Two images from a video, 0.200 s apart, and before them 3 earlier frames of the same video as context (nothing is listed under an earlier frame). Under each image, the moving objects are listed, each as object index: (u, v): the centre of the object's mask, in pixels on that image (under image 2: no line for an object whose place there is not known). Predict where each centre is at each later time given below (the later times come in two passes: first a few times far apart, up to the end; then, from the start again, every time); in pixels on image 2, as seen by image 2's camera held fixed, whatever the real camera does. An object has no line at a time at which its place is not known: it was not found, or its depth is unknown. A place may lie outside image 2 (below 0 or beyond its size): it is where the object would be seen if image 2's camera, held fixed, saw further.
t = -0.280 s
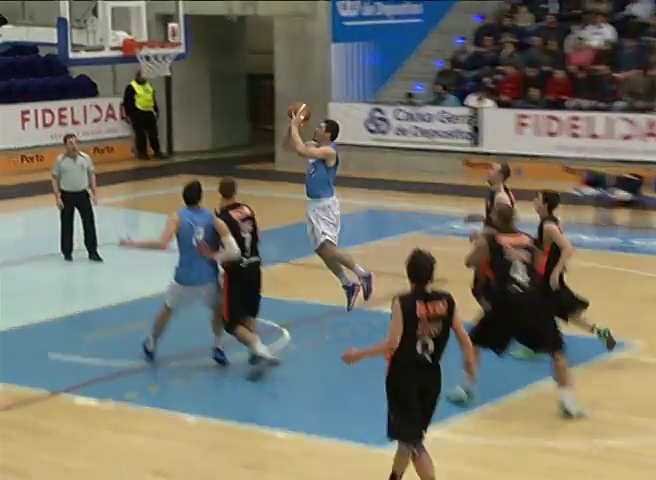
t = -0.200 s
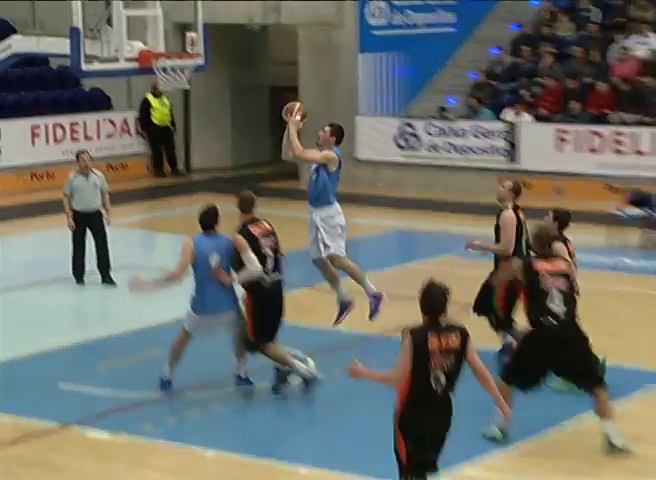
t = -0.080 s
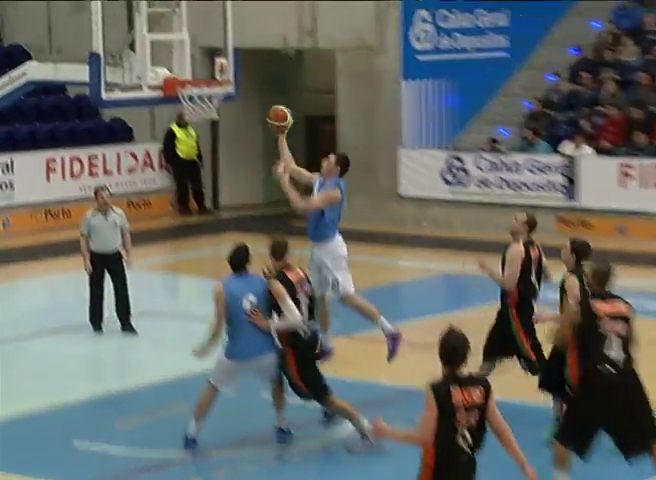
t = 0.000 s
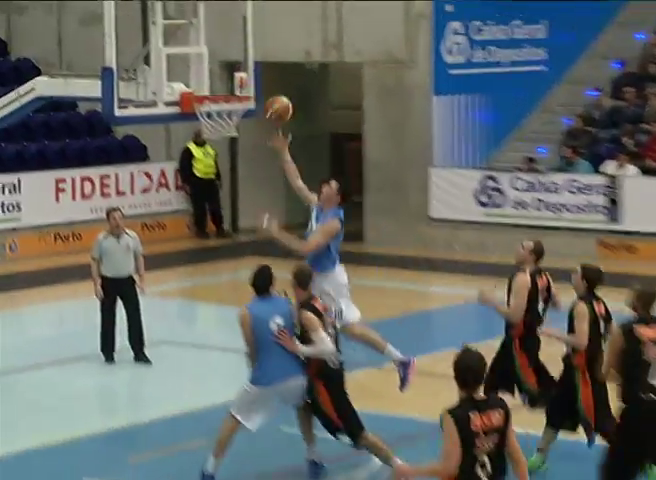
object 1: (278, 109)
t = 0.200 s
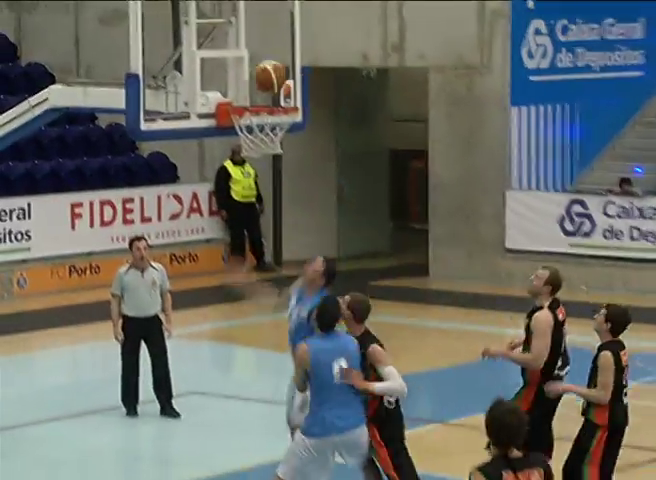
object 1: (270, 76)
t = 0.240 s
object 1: (258, 72)
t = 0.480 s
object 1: (252, 75)
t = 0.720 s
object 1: (270, 81)
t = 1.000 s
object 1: (272, 97)
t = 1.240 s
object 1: (253, 138)
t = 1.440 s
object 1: (266, 164)
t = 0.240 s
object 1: (258, 72)
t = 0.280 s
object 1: (252, 70)
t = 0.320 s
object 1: (251, 66)
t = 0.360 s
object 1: (252, 66)
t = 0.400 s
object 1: (252, 67)
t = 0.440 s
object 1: (253, 70)
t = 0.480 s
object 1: (252, 75)
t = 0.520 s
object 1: (252, 83)
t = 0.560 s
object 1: (252, 93)
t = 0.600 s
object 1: (257, 89)
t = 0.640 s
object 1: (262, 85)
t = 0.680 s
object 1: (266, 82)
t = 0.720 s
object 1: (270, 81)
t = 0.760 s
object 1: (276, 83)
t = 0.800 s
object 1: (280, 87)
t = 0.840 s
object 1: (283, 92)
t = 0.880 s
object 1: (284, 93)
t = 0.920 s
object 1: (280, 93)
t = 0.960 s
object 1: (275, 94)
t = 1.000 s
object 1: (272, 97)
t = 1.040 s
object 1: (267, 99)
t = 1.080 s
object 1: (263, 106)
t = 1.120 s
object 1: (259, 119)
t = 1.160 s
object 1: (256, 124)
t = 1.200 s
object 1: (252, 126)
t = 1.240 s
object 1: (253, 138)
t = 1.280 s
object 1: (254, 141)
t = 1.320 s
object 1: (256, 146)
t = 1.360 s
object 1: (260, 159)
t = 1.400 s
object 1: (270, 164)
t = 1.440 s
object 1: (266, 164)
